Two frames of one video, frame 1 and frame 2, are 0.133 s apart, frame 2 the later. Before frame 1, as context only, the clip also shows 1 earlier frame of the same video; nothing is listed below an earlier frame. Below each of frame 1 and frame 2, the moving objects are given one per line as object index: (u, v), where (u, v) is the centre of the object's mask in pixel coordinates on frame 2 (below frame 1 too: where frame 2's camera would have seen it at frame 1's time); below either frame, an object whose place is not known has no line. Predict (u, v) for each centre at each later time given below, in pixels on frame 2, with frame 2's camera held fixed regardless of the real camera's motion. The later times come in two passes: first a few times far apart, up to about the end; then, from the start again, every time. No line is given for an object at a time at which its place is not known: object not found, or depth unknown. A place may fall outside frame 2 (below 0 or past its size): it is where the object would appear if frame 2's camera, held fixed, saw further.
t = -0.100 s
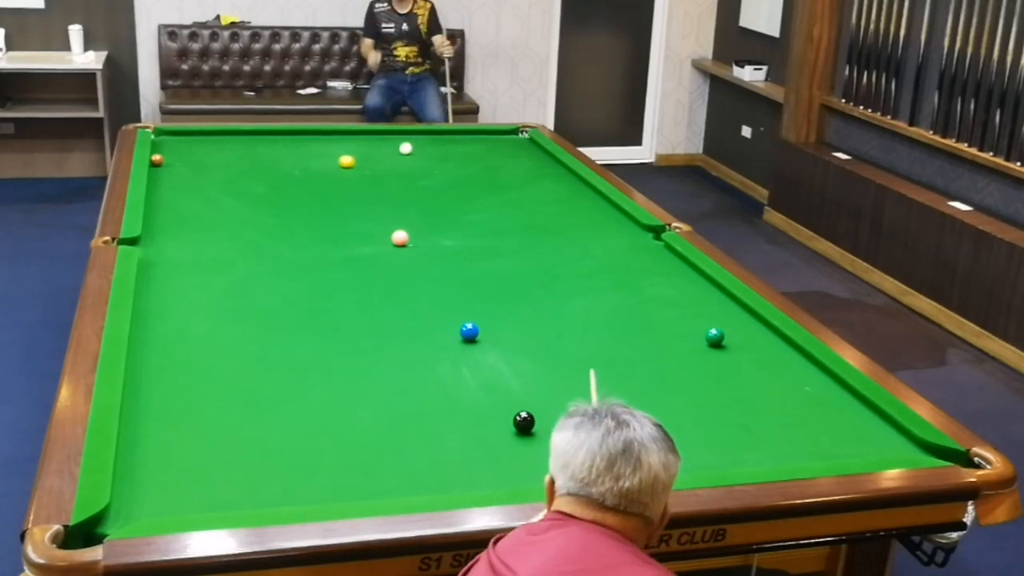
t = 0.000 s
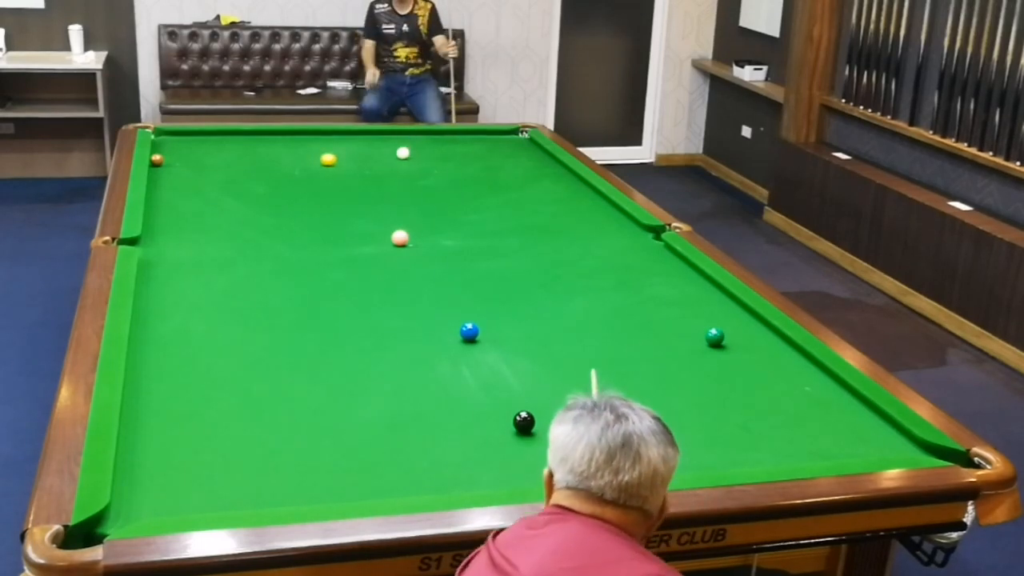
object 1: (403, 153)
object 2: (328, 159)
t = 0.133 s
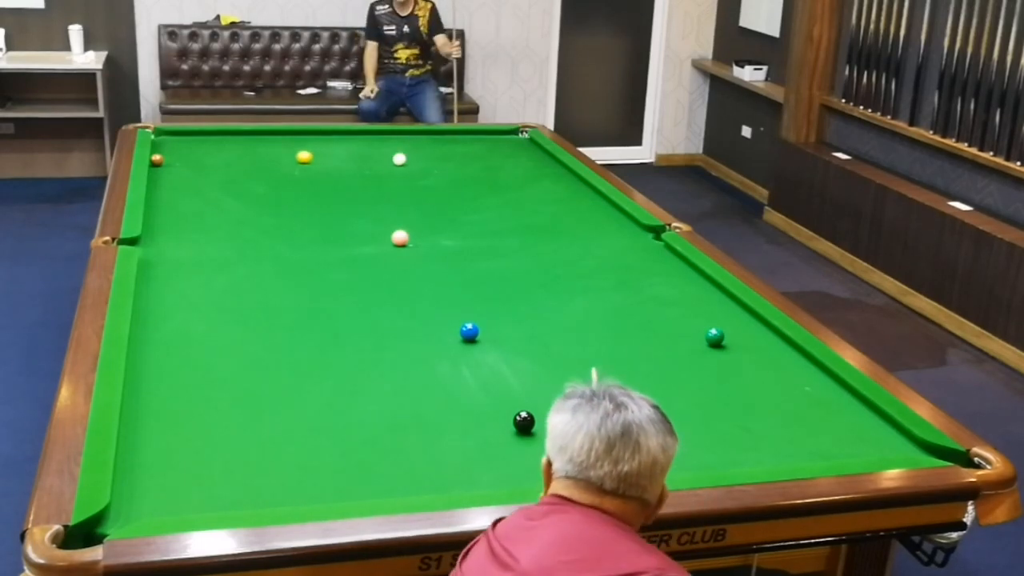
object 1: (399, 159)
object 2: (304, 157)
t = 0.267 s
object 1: (395, 165)
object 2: (281, 154)
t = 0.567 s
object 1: (386, 181)
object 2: (230, 149)
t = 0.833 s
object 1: (378, 196)
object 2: (188, 145)
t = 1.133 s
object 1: (367, 213)
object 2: (167, 141)
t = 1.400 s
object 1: (357, 231)
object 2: (190, 138)
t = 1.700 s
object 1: (345, 251)
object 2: (215, 136)
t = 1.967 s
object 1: (333, 271)
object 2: (234, 134)
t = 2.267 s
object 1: (319, 295)
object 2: (253, 132)
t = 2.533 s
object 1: (305, 318)
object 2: (266, 133)
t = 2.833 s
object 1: (287, 346)
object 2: (279, 134)
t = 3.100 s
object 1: (271, 374)
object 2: (290, 134)
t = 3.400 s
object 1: (251, 407)
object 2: (300, 135)
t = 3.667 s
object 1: (231, 439)
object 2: (308, 136)
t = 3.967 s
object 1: (207, 477)
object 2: (315, 136)
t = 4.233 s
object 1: (184, 509)
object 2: (320, 136)
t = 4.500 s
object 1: (169, 491)
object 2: (323, 136)
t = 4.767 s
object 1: (156, 472)
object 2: (325, 136)
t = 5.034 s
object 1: (145, 454)
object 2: (326, 136)
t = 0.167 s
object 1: (398, 161)
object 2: (298, 156)
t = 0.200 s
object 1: (397, 162)
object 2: (292, 156)
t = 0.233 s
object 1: (396, 164)
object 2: (286, 155)
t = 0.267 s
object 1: (395, 165)
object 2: (281, 154)
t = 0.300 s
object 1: (395, 167)
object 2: (275, 154)
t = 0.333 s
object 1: (393, 169)
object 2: (269, 153)
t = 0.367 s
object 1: (392, 171)
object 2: (264, 152)
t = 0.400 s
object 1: (391, 172)
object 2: (258, 152)
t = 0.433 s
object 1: (390, 174)
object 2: (252, 151)
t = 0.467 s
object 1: (390, 176)
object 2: (247, 151)
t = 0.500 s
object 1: (388, 177)
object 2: (241, 150)
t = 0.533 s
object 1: (387, 179)
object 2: (236, 149)
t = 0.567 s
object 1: (386, 181)
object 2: (230, 149)
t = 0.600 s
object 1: (385, 183)
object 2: (225, 149)
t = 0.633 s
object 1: (384, 185)
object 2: (219, 148)
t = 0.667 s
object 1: (383, 186)
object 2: (214, 148)
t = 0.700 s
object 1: (382, 188)
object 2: (209, 147)
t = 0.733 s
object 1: (381, 190)
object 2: (203, 146)
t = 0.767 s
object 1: (380, 192)
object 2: (198, 146)
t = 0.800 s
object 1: (379, 194)
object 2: (193, 145)
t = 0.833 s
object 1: (378, 196)
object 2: (188, 145)
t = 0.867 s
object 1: (376, 198)
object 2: (183, 144)
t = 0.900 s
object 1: (375, 200)
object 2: (178, 144)
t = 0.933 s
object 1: (374, 202)
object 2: (172, 143)
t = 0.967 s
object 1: (373, 204)
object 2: (168, 143)
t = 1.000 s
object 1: (372, 205)
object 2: (162, 142)
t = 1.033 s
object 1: (371, 207)
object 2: (159, 141)
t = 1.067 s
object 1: (369, 209)
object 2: (161, 141)
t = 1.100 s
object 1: (368, 211)
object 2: (164, 141)
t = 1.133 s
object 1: (367, 213)
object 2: (167, 141)
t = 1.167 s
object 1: (366, 216)
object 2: (170, 140)
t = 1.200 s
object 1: (364, 217)
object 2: (173, 140)
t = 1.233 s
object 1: (363, 220)
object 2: (176, 140)
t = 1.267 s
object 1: (362, 222)
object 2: (179, 140)
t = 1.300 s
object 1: (361, 224)
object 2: (182, 139)
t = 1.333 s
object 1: (359, 226)
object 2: (185, 139)
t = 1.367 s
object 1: (358, 228)
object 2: (188, 139)
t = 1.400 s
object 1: (357, 231)
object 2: (190, 138)
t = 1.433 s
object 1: (355, 233)
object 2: (193, 138)
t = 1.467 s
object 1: (354, 235)
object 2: (196, 138)
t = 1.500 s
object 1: (353, 237)
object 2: (199, 137)
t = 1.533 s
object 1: (351, 240)
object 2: (201, 137)
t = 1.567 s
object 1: (350, 242)
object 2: (204, 137)
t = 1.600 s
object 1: (349, 244)
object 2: (207, 137)
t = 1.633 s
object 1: (347, 246)
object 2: (209, 136)
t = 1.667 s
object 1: (346, 249)
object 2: (212, 136)
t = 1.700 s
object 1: (345, 251)
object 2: (215, 136)
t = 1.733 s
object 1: (343, 253)
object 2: (217, 135)
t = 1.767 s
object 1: (342, 256)
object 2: (219, 135)
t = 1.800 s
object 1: (340, 258)
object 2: (222, 135)
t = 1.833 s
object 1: (339, 261)
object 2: (224, 134)
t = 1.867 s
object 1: (337, 263)
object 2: (227, 134)
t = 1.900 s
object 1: (336, 266)
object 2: (229, 134)
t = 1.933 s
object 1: (334, 268)
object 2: (231, 134)
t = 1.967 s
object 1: (333, 271)
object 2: (234, 134)
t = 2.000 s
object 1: (331, 274)
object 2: (236, 133)
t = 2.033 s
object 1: (330, 276)
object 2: (238, 133)
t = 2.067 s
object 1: (328, 279)
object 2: (241, 133)
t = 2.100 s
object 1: (327, 281)
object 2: (243, 133)
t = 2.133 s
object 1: (325, 284)
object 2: (245, 132)
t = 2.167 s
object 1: (323, 287)
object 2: (247, 132)
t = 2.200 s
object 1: (322, 290)
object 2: (249, 132)
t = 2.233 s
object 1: (320, 292)
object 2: (251, 132)
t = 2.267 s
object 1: (319, 295)
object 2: (253, 132)
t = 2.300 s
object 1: (317, 298)
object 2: (255, 132)
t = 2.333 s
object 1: (315, 301)
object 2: (256, 132)
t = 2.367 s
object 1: (313, 304)
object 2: (258, 132)
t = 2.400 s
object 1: (312, 306)
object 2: (260, 132)
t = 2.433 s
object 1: (310, 309)
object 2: (261, 132)
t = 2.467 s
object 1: (308, 312)
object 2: (263, 132)
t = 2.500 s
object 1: (306, 315)
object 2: (265, 133)
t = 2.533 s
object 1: (305, 318)
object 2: (266, 133)
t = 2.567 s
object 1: (303, 321)
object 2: (268, 133)
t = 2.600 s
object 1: (301, 324)
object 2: (269, 133)
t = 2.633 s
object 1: (299, 327)
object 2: (271, 133)
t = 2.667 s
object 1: (297, 330)
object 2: (272, 133)
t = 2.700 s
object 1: (295, 334)
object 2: (274, 133)
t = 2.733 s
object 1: (293, 337)
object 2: (275, 133)
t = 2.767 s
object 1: (291, 340)
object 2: (277, 133)
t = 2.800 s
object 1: (290, 343)
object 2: (278, 134)
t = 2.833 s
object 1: (287, 346)
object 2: (279, 134)
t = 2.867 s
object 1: (285, 350)
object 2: (281, 134)
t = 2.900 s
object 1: (283, 353)
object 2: (282, 134)
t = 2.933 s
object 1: (281, 356)
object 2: (284, 134)
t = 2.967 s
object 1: (279, 360)
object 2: (285, 134)
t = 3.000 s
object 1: (277, 363)
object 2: (286, 134)
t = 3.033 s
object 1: (275, 366)
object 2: (287, 134)
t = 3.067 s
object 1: (273, 370)
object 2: (289, 134)
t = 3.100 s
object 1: (271, 374)
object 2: (290, 134)
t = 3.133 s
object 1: (269, 377)
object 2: (291, 134)
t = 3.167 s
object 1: (266, 381)
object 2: (292, 134)
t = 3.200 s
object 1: (264, 384)
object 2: (294, 135)
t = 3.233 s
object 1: (262, 388)
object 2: (295, 135)
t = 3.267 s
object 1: (260, 392)
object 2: (296, 135)
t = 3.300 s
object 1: (257, 395)
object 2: (297, 135)
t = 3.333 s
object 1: (255, 399)
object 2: (298, 135)
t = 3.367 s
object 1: (253, 403)
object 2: (299, 135)
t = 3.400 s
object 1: (251, 407)
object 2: (300, 135)
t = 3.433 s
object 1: (248, 411)
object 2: (301, 135)
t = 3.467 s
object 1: (246, 415)
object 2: (302, 135)
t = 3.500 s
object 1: (243, 418)
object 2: (303, 135)
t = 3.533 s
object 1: (241, 423)
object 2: (304, 136)
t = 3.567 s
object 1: (239, 427)
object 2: (305, 136)
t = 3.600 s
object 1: (236, 431)
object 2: (306, 136)
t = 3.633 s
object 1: (234, 434)
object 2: (307, 135)
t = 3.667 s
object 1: (231, 439)
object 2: (308, 136)
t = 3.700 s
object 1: (229, 443)
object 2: (309, 136)
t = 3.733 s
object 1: (226, 447)
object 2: (310, 136)
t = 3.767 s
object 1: (223, 451)
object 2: (311, 136)
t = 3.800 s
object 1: (221, 456)
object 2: (311, 136)
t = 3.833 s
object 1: (218, 460)
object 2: (312, 136)
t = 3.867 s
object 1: (216, 464)
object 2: (313, 136)
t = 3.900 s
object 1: (213, 469)
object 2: (314, 136)
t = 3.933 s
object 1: (210, 473)
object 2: (314, 136)
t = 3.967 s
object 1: (207, 477)
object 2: (315, 136)
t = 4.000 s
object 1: (205, 482)
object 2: (316, 136)
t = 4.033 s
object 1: (202, 486)
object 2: (316, 136)
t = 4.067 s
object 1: (199, 491)
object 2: (317, 136)
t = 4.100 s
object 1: (196, 496)
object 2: (318, 136)
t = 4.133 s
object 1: (193, 499)
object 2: (318, 136)
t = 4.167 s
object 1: (190, 502)
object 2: (319, 136)
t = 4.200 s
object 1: (187, 505)
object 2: (319, 136)
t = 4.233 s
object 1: (184, 509)
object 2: (320, 136)
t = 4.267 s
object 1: (182, 507)
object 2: (320, 136)
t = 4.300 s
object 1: (180, 505)
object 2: (321, 136)
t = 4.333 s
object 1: (178, 503)
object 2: (321, 136)
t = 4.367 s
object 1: (177, 502)
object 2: (322, 136)
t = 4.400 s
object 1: (175, 499)
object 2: (322, 136)
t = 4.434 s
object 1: (173, 496)
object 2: (323, 136)
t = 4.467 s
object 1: (171, 494)
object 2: (323, 136)
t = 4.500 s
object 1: (169, 491)
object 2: (323, 136)
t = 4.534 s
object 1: (168, 489)
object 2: (324, 136)
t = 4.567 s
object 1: (166, 486)
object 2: (324, 136)
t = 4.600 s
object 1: (164, 483)
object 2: (324, 136)
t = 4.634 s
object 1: (163, 481)
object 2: (325, 136)
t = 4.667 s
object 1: (161, 479)
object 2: (325, 136)
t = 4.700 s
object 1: (159, 476)
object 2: (325, 136)
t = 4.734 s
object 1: (158, 474)
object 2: (325, 136)
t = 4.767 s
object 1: (156, 472)
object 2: (325, 136)
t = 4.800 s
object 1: (155, 469)
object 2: (325, 136)
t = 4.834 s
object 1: (153, 467)
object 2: (325, 136)
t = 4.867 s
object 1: (152, 465)
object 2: (326, 136)
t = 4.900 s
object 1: (151, 463)
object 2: (326, 136)
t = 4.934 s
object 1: (149, 461)
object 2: (326, 136)
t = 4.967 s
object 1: (148, 459)
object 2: (326, 136)
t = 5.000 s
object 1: (147, 457)
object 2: (326, 136)
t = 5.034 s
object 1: (145, 454)
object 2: (326, 136)
